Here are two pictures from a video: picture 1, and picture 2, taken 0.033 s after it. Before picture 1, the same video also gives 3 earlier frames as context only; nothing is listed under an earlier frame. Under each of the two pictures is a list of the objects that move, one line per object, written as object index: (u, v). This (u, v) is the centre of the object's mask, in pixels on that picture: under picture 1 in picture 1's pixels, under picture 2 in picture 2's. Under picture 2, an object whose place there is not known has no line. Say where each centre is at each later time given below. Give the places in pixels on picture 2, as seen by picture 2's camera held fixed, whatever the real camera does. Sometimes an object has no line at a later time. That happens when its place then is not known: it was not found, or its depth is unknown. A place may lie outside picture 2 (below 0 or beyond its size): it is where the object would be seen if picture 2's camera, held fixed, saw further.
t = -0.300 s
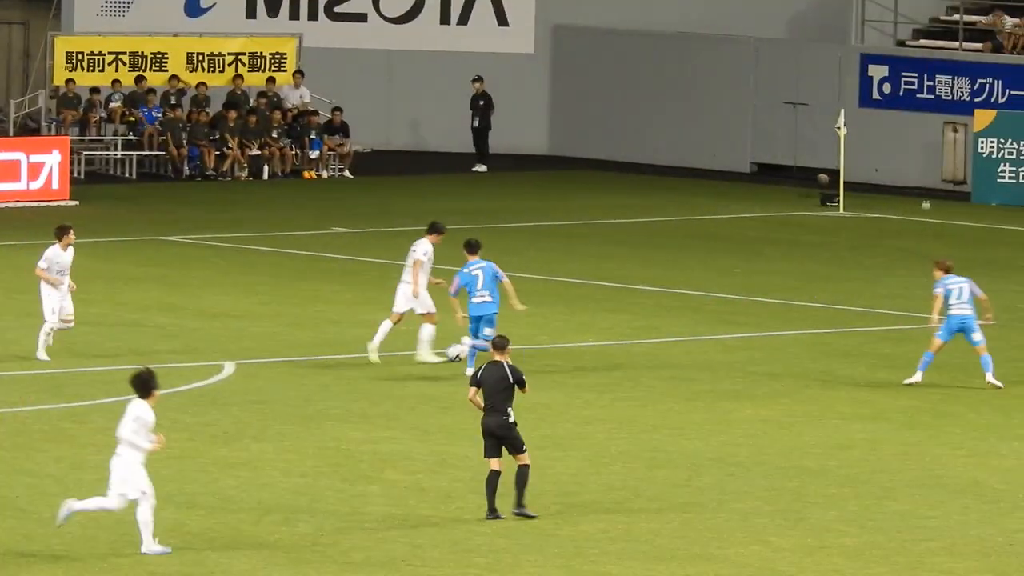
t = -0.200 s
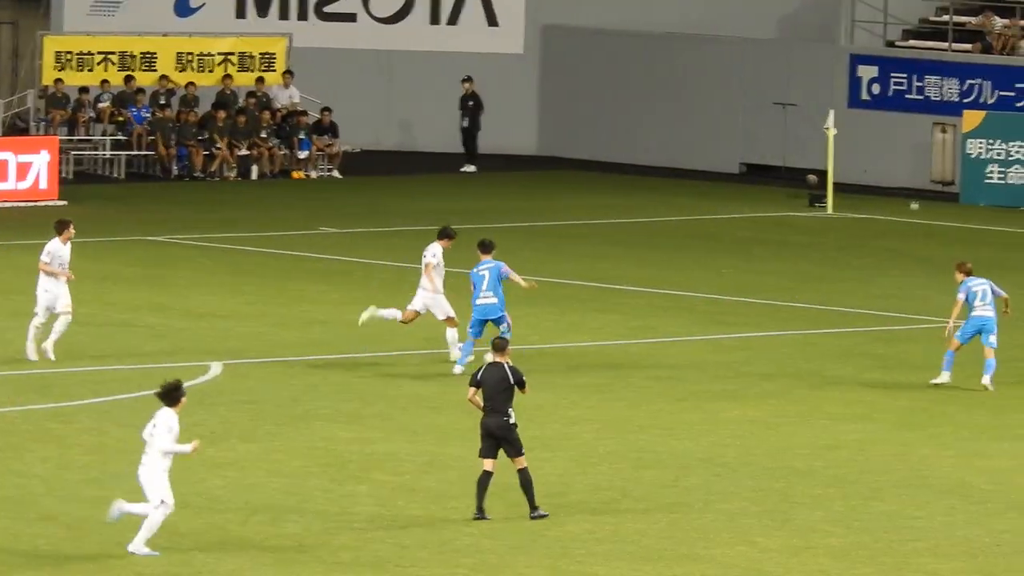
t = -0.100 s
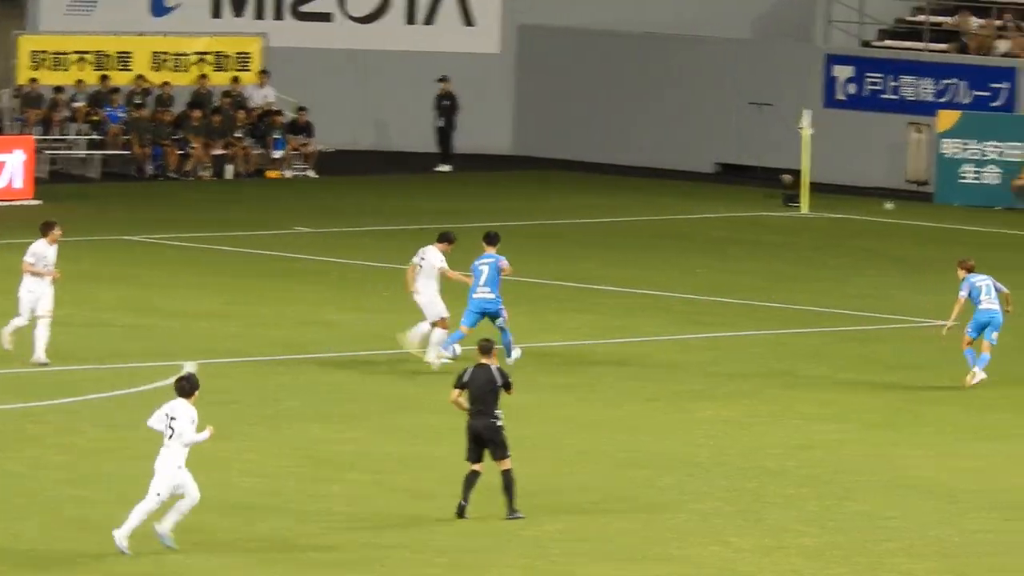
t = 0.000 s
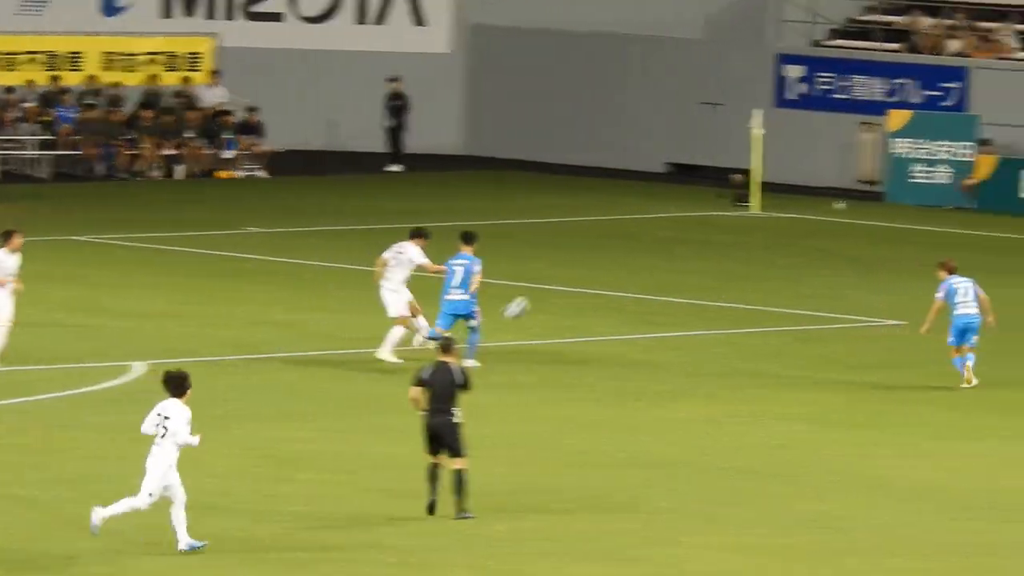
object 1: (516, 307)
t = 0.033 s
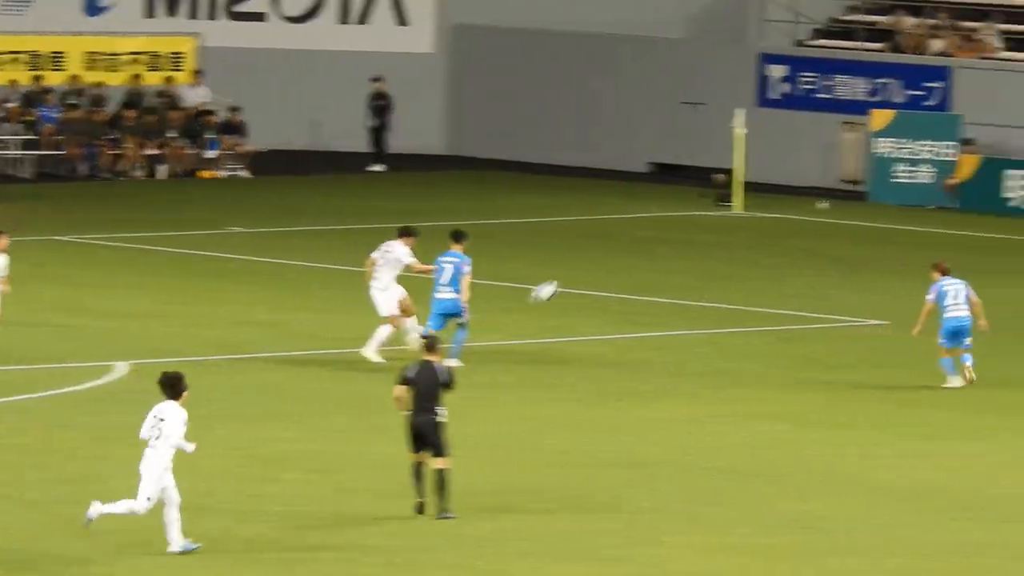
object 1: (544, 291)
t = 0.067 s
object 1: (591, 275)
